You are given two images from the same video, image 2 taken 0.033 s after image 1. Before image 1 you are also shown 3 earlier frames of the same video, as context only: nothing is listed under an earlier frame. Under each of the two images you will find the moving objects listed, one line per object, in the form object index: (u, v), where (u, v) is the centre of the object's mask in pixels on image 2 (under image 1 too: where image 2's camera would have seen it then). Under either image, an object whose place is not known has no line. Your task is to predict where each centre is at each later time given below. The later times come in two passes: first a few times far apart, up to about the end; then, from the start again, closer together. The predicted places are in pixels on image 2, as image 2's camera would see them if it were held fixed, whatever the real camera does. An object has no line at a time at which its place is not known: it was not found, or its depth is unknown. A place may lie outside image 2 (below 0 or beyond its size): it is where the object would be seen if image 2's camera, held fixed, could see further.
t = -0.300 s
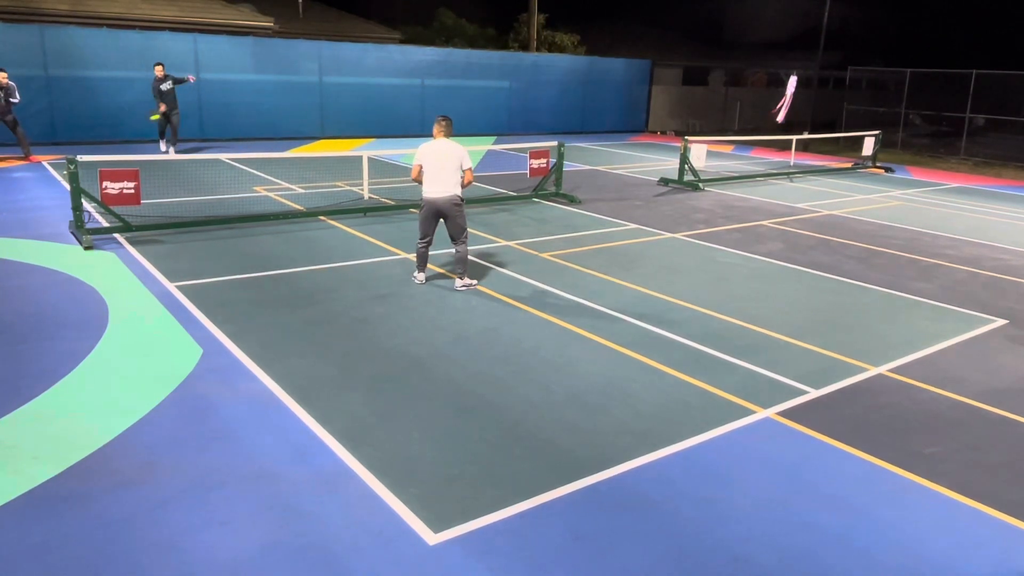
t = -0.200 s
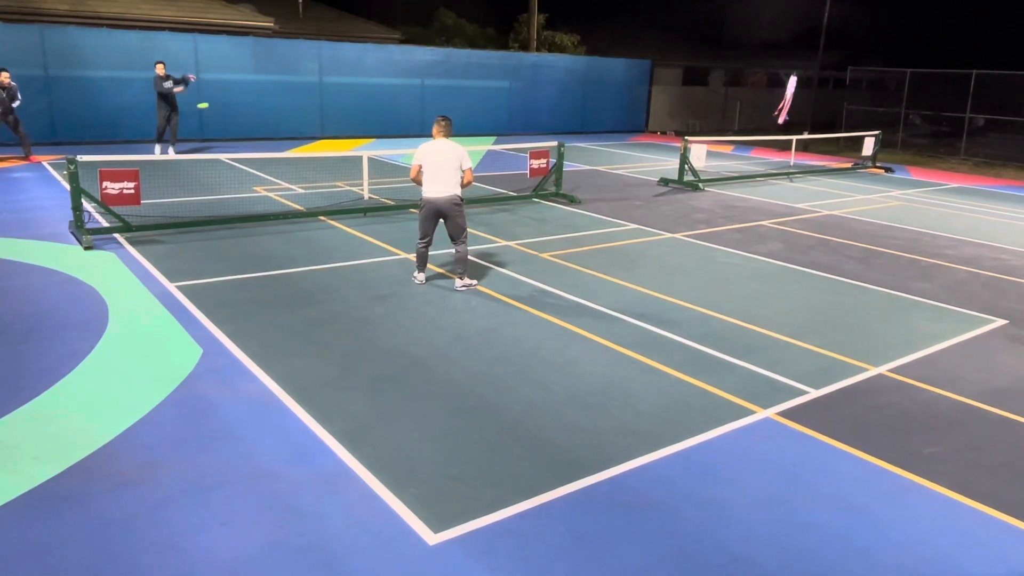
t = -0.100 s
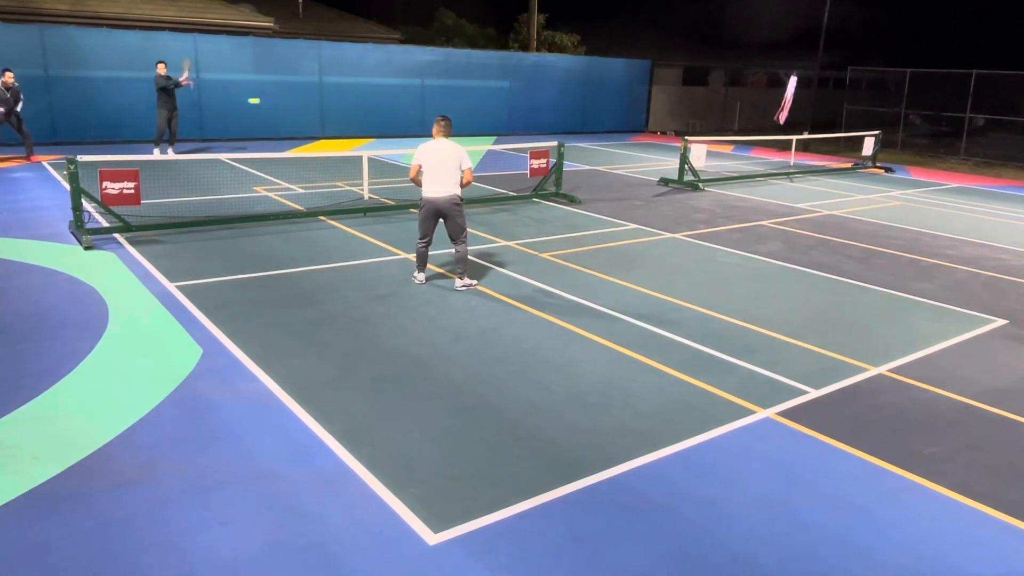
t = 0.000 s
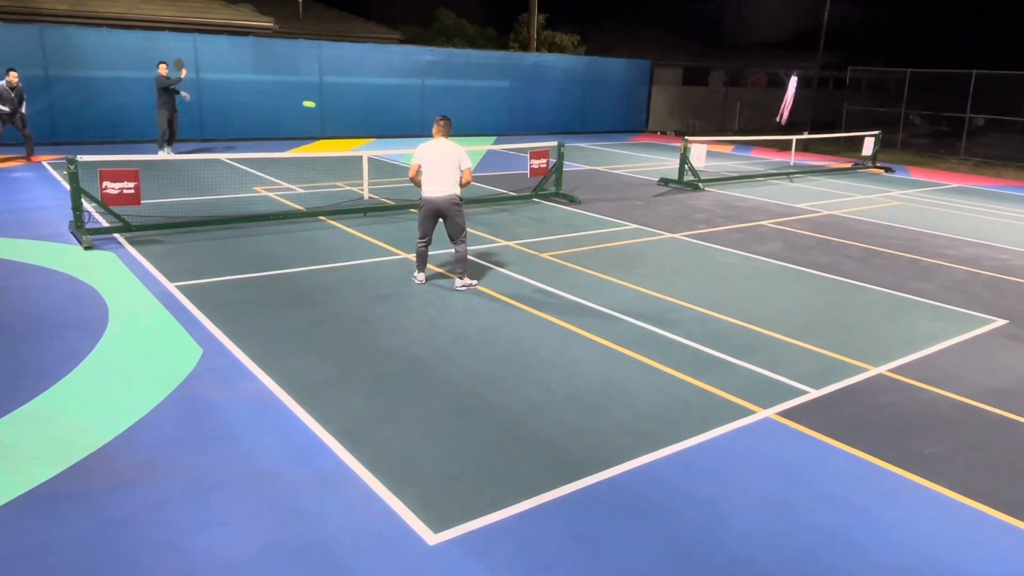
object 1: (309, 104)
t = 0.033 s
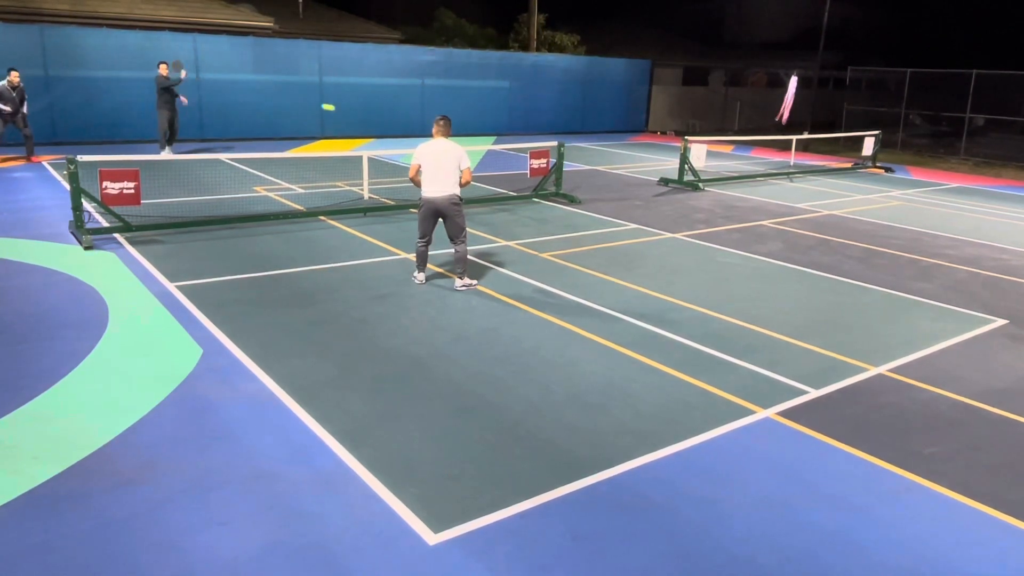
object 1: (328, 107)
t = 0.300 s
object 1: (505, 178)
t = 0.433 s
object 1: (612, 254)
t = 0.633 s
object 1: (774, 281)
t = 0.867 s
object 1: (1004, 314)
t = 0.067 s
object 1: (348, 111)
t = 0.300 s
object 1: (505, 178)
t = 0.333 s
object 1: (530, 194)
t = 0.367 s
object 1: (557, 212)
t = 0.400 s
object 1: (584, 231)
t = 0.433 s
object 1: (612, 254)
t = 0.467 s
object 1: (641, 277)
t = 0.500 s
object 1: (671, 297)
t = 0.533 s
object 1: (694, 291)
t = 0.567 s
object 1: (720, 286)
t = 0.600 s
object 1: (746, 282)
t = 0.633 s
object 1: (774, 281)
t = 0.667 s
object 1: (802, 280)
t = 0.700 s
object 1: (832, 281)
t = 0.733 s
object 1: (864, 283)
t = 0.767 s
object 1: (897, 287)
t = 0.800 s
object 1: (931, 295)
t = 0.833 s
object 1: (967, 303)
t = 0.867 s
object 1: (1004, 314)
